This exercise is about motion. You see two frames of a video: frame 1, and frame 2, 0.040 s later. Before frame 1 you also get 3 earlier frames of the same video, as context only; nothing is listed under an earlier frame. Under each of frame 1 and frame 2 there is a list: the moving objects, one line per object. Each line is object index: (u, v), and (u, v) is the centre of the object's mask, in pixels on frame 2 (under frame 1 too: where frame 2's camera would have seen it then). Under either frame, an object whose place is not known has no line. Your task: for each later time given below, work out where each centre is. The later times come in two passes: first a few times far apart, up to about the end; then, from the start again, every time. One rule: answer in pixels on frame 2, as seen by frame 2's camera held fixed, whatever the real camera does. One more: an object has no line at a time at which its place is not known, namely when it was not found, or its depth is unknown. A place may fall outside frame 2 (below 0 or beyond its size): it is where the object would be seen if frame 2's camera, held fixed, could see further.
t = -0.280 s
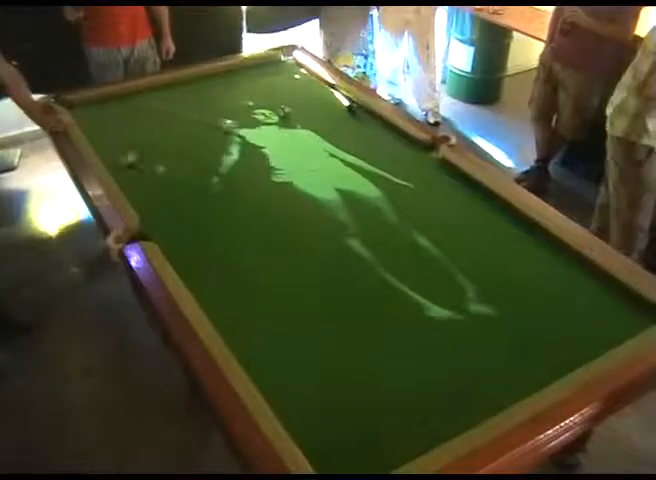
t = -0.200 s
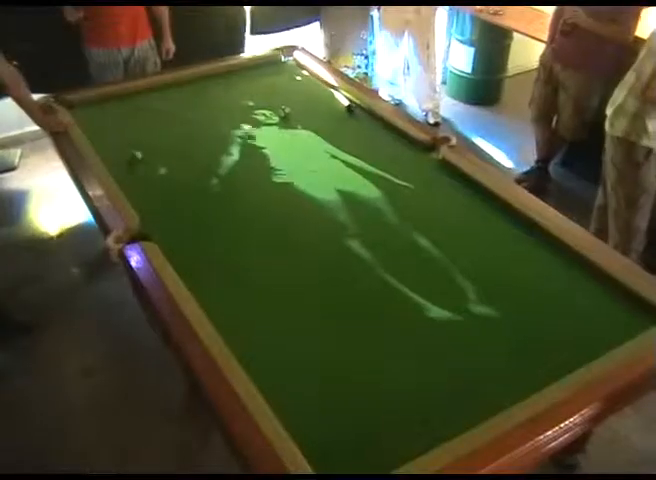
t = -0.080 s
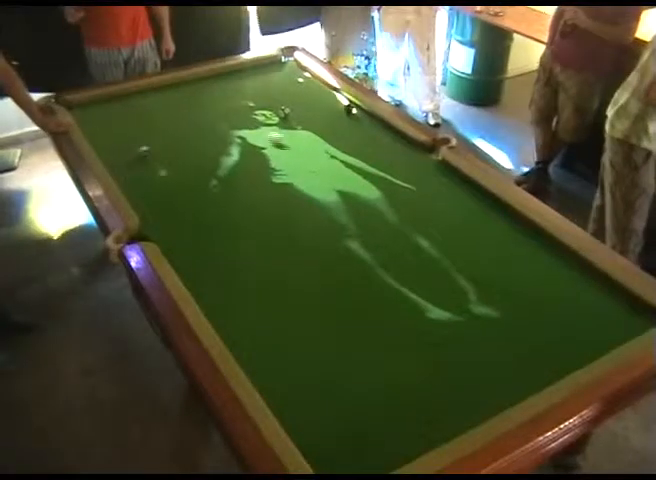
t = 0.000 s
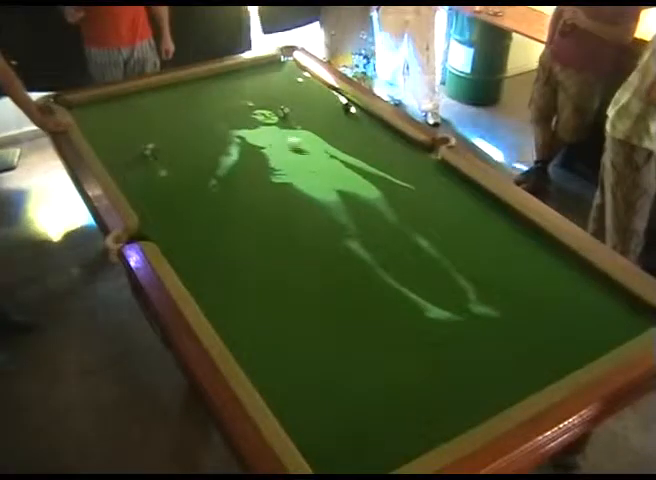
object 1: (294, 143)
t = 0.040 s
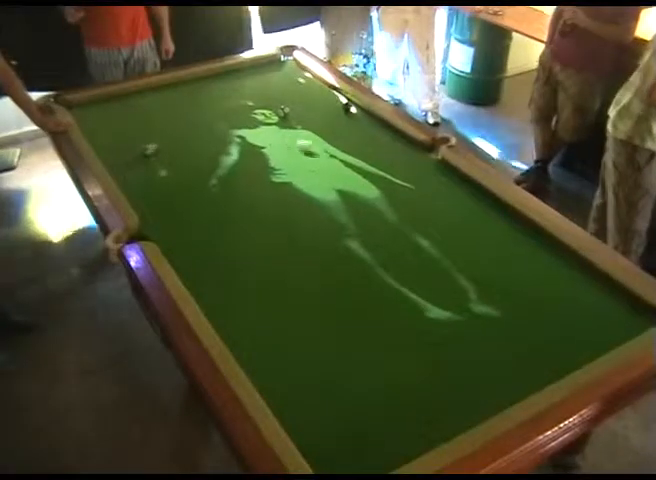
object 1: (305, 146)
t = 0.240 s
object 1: (356, 158)
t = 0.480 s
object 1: (421, 176)
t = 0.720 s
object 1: (486, 195)
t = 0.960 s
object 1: (504, 222)
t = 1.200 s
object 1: (519, 252)
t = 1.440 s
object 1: (536, 282)
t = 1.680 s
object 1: (553, 318)
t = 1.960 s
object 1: (576, 360)
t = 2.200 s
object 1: (541, 354)
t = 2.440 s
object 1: (507, 347)
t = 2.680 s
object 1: (473, 338)
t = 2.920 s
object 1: (440, 329)
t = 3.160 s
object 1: (414, 323)
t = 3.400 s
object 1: (388, 314)
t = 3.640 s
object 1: (363, 309)
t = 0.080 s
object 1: (317, 150)
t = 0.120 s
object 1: (325, 153)
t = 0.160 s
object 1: (332, 152)
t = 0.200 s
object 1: (347, 152)
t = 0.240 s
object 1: (356, 158)
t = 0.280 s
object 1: (369, 161)
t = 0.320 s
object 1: (379, 165)
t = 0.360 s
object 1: (389, 168)
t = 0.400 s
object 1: (399, 171)
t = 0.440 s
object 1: (409, 174)
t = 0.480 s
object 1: (421, 176)
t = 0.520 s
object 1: (433, 180)
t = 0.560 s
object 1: (442, 183)
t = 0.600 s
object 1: (453, 186)
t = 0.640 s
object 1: (463, 188)
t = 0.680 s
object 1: (476, 191)
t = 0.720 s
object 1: (486, 195)
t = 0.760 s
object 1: (493, 199)
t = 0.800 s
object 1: (495, 203)
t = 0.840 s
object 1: (497, 208)
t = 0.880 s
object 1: (499, 213)
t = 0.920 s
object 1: (502, 218)
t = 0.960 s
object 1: (504, 222)
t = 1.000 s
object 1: (507, 227)
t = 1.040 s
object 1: (510, 231)
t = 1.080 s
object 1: (512, 236)
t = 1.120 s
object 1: (515, 241)
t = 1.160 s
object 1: (517, 246)
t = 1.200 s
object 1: (519, 252)
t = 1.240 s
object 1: (521, 257)
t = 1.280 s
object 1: (524, 262)
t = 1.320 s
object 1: (527, 267)
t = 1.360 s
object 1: (531, 273)
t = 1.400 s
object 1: (533, 278)
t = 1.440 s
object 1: (536, 282)
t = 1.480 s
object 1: (539, 288)
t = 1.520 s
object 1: (541, 295)
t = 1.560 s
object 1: (545, 300)
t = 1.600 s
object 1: (547, 306)
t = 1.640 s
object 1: (550, 312)
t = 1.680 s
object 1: (553, 318)
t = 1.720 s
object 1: (556, 322)
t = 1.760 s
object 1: (559, 330)
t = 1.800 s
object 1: (563, 336)
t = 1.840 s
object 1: (567, 343)
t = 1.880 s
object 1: (570, 348)
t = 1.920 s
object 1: (573, 353)
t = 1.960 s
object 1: (576, 360)
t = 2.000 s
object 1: (573, 362)
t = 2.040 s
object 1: (567, 360)
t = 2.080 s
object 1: (561, 359)
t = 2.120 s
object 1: (555, 358)
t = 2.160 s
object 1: (547, 357)
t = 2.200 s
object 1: (541, 354)
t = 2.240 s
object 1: (535, 353)
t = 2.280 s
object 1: (530, 352)
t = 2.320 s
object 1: (524, 351)
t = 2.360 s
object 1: (518, 349)
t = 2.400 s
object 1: (512, 348)
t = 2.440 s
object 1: (507, 347)
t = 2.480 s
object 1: (500, 345)
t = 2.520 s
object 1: (496, 344)
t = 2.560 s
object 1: (491, 343)
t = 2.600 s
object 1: (484, 341)
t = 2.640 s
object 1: (479, 340)
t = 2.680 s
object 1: (473, 338)
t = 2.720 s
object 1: (468, 337)
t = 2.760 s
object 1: (464, 336)
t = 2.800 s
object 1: (457, 334)
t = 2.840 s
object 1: (452, 333)
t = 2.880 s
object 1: (447, 332)
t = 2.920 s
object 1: (440, 329)
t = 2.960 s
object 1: (437, 328)
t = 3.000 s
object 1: (433, 327)
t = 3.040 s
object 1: (427, 326)
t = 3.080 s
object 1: (422, 325)
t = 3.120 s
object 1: (418, 324)
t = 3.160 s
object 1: (414, 323)
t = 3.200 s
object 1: (410, 322)
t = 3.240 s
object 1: (405, 321)
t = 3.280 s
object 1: (400, 319)
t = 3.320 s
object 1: (396, 318)
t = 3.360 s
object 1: (392, 317)
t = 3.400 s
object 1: (388, 314)
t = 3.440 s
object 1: (383, 313)
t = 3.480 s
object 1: (379, 312)
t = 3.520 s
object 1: (375, 311)
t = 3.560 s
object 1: (371, 311)
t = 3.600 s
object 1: (367, 310)
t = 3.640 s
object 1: (363, 309)
